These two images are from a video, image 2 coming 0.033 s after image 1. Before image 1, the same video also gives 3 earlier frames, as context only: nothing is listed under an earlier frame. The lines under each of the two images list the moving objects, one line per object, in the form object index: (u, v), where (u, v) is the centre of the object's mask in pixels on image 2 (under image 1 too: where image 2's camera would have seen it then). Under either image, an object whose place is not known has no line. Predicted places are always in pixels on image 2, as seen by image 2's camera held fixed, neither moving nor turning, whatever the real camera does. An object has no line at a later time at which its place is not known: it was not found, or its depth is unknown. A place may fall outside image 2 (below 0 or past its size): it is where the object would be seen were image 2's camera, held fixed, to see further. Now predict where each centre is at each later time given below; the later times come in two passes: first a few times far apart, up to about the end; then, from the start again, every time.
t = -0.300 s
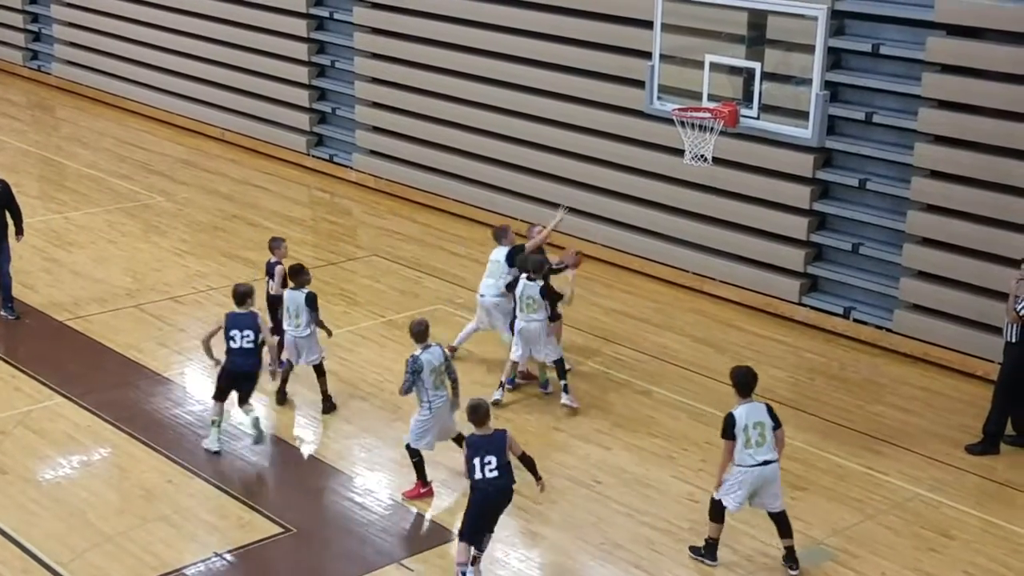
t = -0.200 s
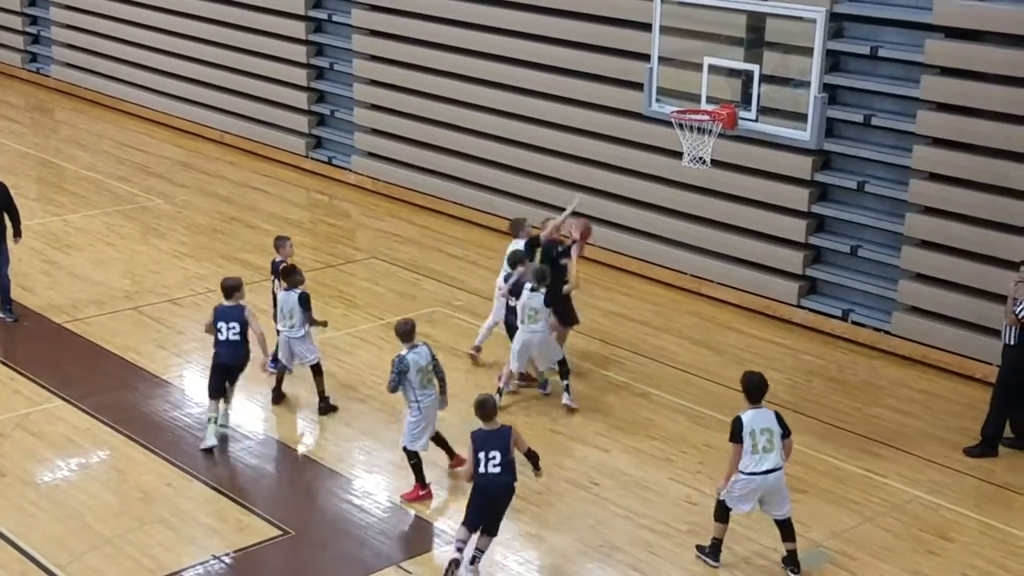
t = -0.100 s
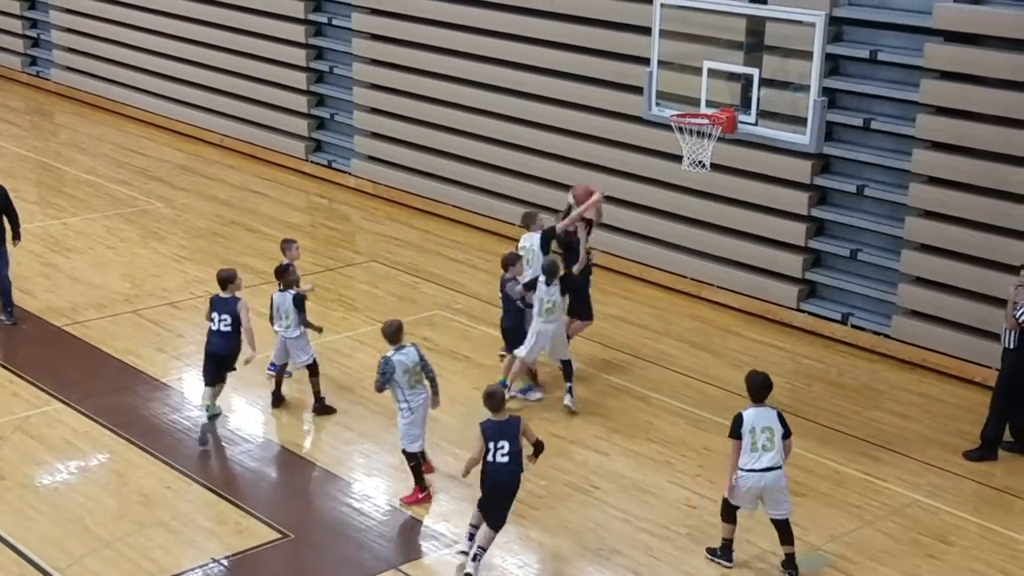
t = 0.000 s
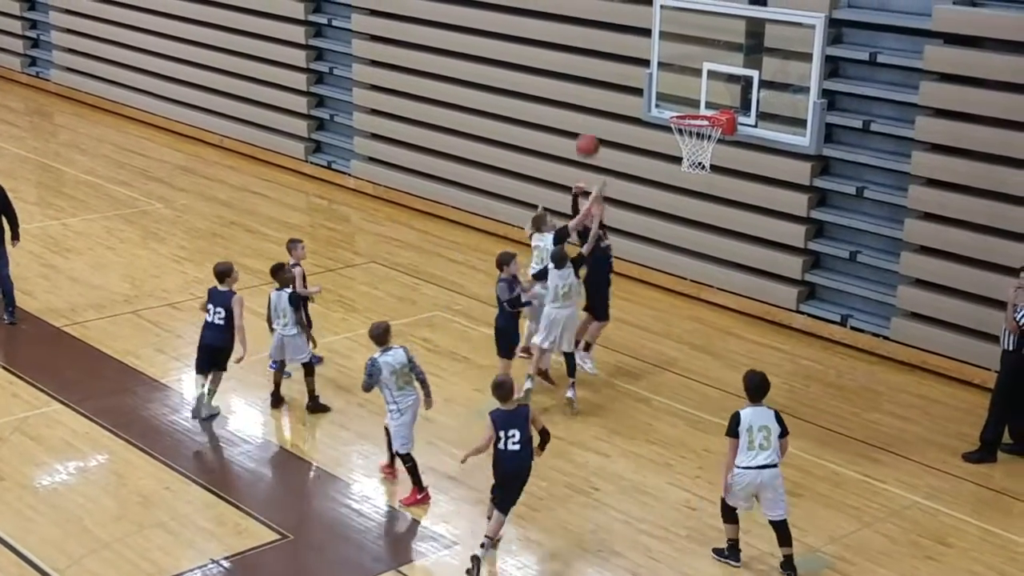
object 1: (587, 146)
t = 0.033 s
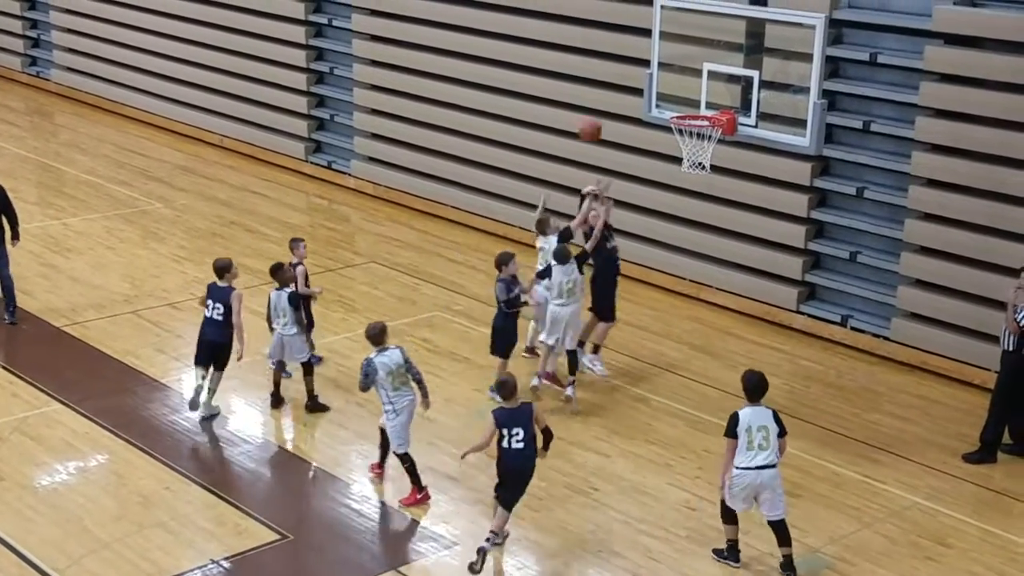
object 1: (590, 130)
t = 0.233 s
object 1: (604, 53)
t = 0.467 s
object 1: (619, 8)
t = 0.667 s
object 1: (631, 21)
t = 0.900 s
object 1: (642, 94)
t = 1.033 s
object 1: (647, 163)
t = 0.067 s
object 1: (592, 115)
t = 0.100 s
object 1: (596, 99)
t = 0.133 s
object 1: (597, 87)
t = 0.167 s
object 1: (600, 75)
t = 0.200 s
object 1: (602, 61)
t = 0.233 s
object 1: (604, 53)
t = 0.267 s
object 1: (607, 42)
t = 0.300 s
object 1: (609, 33)
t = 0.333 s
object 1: (611, 27)
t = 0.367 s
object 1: (613, 20)
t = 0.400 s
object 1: (615, 16)
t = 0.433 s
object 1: (617, 11)
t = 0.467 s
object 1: (619, 8)
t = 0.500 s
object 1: (621, 7)
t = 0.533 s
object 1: (624, 7)
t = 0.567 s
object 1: (626, 7)
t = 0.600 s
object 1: (628, 10)
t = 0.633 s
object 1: (629, 14)
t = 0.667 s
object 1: (631, 21)
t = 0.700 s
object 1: (633, 27)
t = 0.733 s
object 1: (635, 34)
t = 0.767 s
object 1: (636, 42)
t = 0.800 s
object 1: (638, 54)
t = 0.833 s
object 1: (638, 65)
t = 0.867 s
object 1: (640, 79)
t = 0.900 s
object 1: (642, 94)
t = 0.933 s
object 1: (643, 110)
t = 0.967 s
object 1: (644, 126)
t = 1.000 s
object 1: (645, 146)
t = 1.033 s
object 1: (647, 163)
